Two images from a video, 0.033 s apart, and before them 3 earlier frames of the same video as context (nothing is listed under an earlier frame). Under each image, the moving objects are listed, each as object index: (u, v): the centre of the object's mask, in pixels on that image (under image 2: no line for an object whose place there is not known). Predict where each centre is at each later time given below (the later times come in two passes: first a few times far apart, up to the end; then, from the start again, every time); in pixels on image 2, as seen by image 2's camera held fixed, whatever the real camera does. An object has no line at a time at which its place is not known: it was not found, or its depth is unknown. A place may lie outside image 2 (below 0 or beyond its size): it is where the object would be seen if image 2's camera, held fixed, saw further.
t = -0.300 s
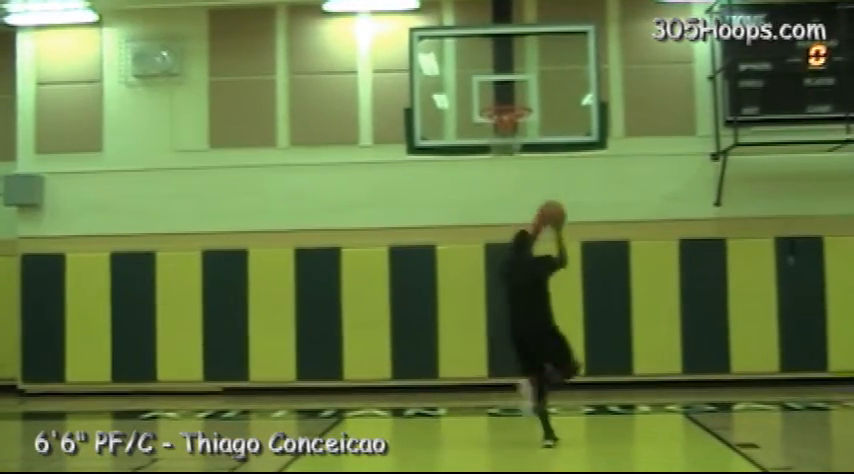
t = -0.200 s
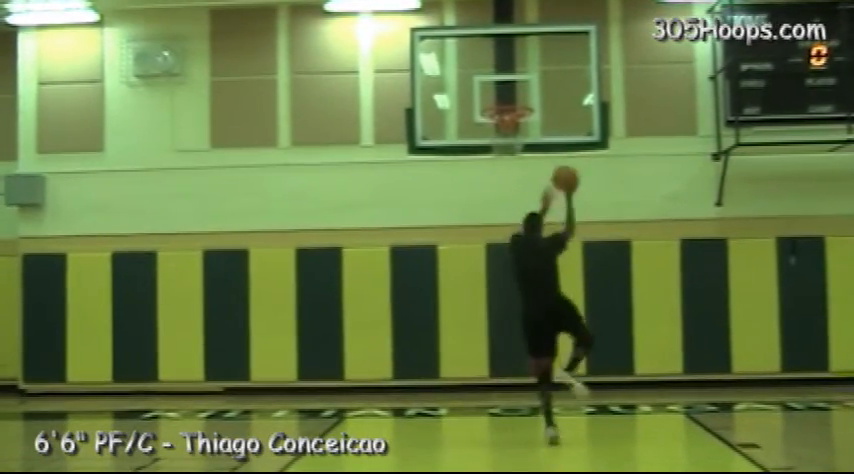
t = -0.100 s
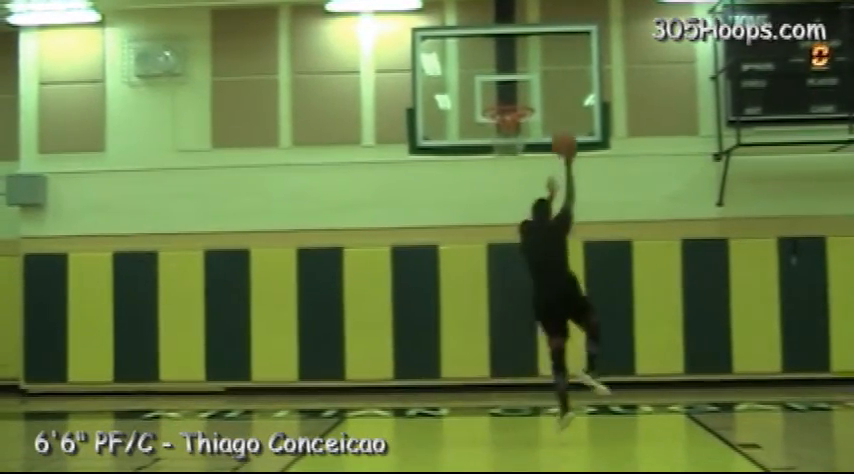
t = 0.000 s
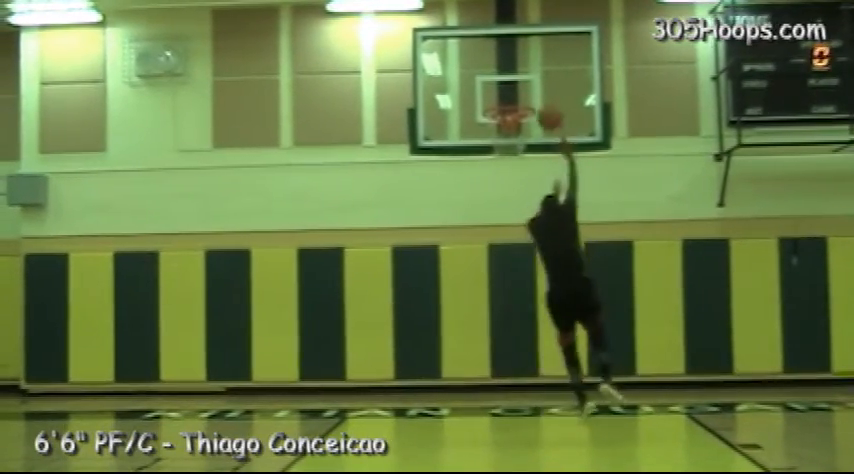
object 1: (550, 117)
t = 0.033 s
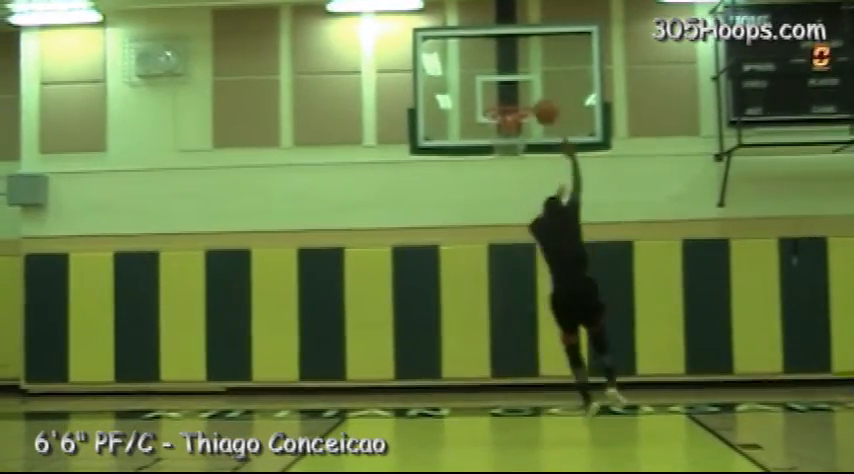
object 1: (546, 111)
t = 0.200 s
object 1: (535, 101)
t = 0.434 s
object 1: (541, 102)
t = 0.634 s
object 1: (560, 125)
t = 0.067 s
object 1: (542, 106)
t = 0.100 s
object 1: (539, 104)
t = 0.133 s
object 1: (536, 101)
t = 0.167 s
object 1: (536, 101)
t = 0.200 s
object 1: (535, 101)
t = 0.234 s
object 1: (536, 101)
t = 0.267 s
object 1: (536, 99)
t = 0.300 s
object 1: (536, 99)
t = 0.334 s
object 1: (537, 99)
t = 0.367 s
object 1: (538, 100)
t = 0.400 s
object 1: (540, 102)
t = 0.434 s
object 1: (541, 102)
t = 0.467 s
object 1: (546, 104)
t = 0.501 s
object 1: (549, 106)
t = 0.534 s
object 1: (552, 109)
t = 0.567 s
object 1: (555, 113)
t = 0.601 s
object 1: (557, 118)
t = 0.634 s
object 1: (560, 125)
